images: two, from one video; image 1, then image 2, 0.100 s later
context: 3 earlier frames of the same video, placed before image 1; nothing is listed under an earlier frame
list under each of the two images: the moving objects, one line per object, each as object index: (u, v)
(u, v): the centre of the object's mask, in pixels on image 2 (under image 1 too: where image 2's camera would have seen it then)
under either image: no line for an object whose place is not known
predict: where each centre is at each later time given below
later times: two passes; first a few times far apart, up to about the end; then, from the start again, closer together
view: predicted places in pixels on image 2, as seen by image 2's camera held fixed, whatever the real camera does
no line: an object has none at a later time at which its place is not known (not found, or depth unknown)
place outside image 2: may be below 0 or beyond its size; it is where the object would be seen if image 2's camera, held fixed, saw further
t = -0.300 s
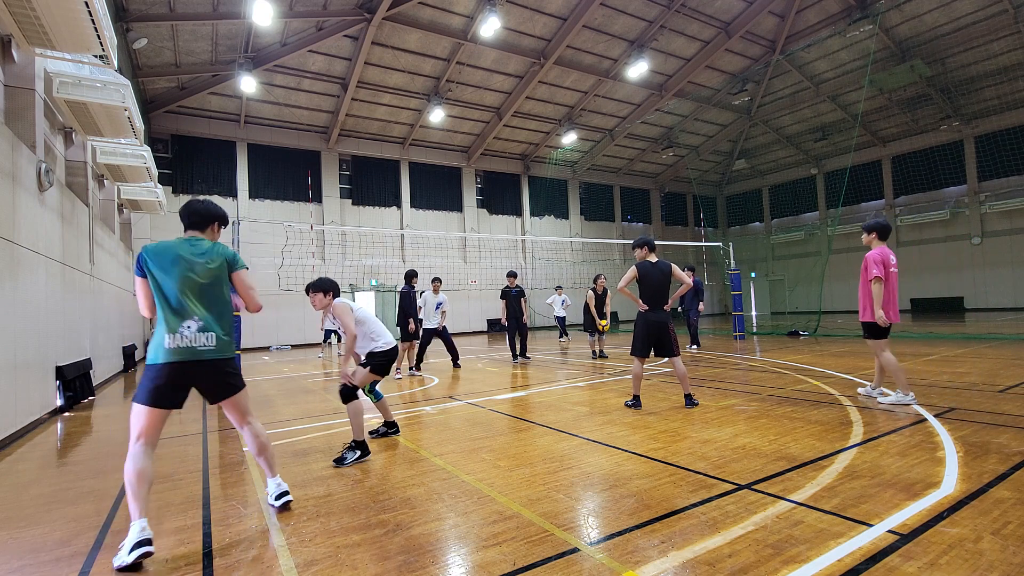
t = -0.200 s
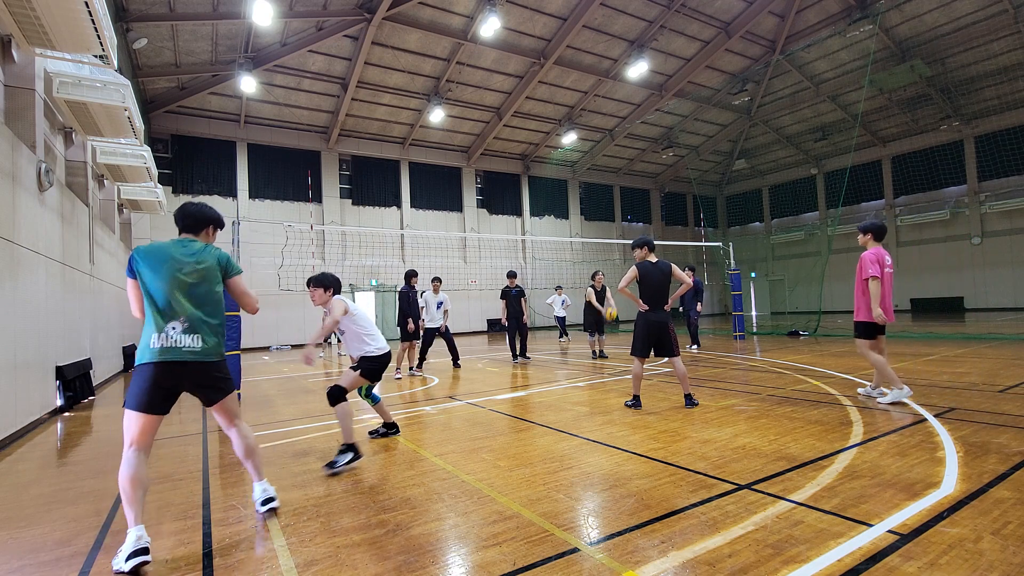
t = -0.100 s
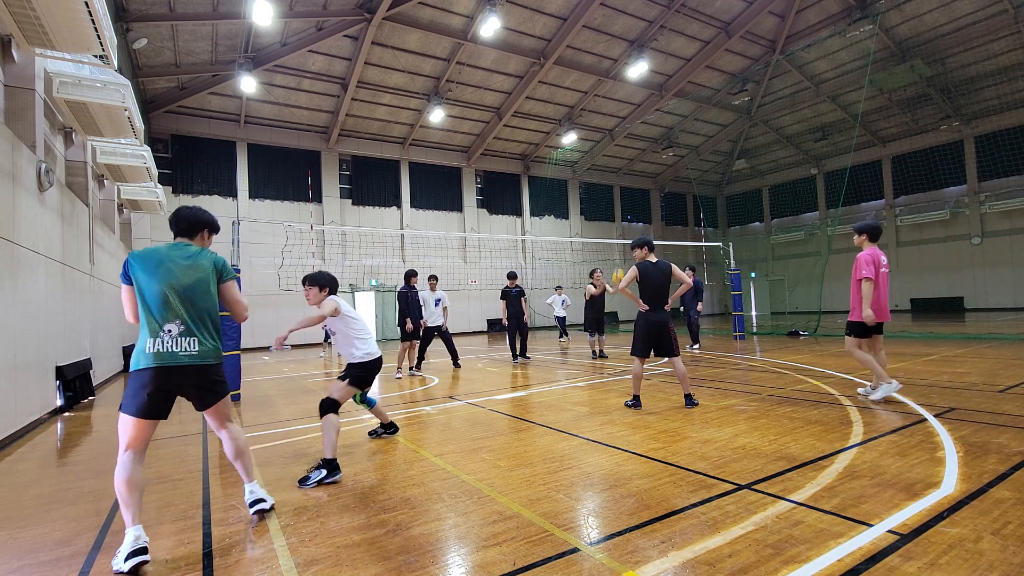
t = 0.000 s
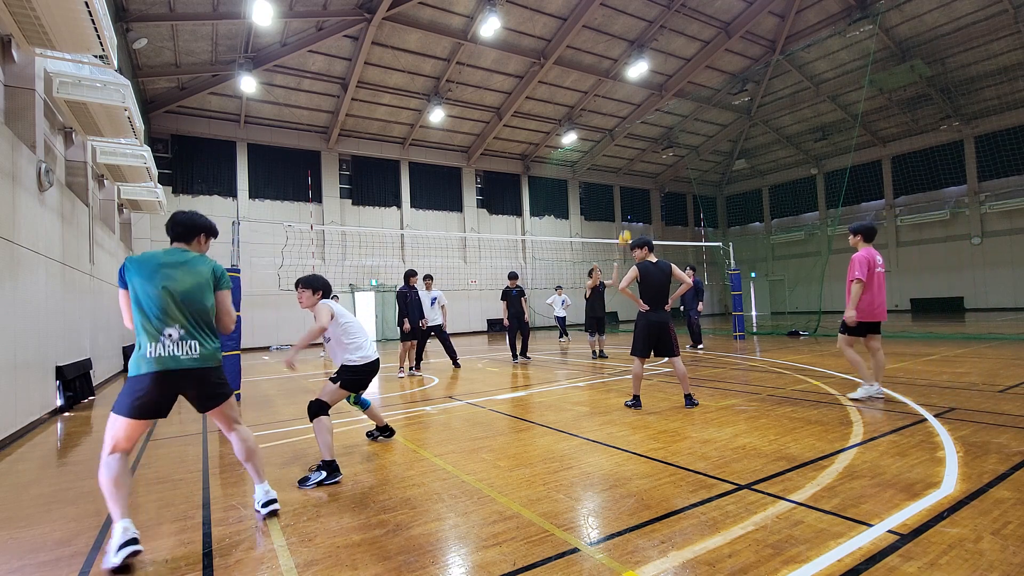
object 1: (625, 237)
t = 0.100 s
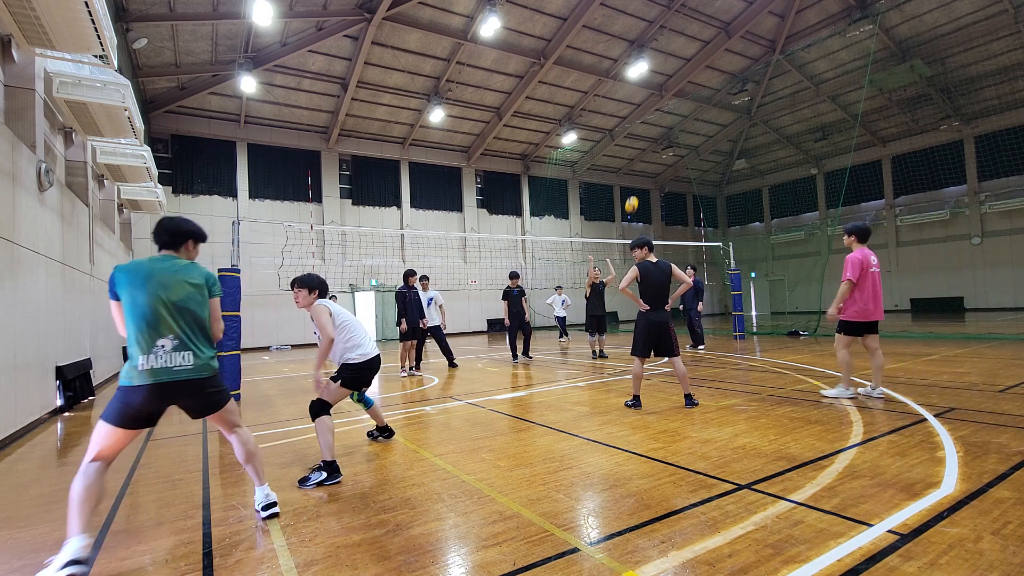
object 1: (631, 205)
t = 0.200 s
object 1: (639, 175)
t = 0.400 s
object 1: (655, 131)
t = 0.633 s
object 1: (678, 106)
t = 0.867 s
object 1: (707, 116)
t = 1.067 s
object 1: (736, 158)
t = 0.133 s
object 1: (634, 194)
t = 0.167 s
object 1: (636, 185)
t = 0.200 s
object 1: (639, 175)
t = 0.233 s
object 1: (642, 167)
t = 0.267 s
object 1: (644, 158)
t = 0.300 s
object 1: (647, 151)
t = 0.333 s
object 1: (649, 143)
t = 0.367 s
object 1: (652, 137)
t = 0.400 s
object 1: (655, 131)
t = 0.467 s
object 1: (661, 121)
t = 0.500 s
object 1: (665, 117)
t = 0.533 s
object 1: (668, 113)
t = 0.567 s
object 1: (671, 110)
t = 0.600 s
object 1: (675, 108)
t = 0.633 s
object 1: (678, 106)
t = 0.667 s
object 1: (682, 105)
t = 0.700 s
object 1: (686, 105)
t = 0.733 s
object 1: (690, 106)
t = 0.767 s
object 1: (694, 107)
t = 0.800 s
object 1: (698, 109)
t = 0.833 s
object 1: (702, 112)
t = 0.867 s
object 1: (707, 116)
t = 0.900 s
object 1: (711, 120)
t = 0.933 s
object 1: (716, 126)
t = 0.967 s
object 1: (721, 132)
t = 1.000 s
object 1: (726, 140)
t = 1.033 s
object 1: (731, 148)
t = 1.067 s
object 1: (736, 158)
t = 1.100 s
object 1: (741, 168)
